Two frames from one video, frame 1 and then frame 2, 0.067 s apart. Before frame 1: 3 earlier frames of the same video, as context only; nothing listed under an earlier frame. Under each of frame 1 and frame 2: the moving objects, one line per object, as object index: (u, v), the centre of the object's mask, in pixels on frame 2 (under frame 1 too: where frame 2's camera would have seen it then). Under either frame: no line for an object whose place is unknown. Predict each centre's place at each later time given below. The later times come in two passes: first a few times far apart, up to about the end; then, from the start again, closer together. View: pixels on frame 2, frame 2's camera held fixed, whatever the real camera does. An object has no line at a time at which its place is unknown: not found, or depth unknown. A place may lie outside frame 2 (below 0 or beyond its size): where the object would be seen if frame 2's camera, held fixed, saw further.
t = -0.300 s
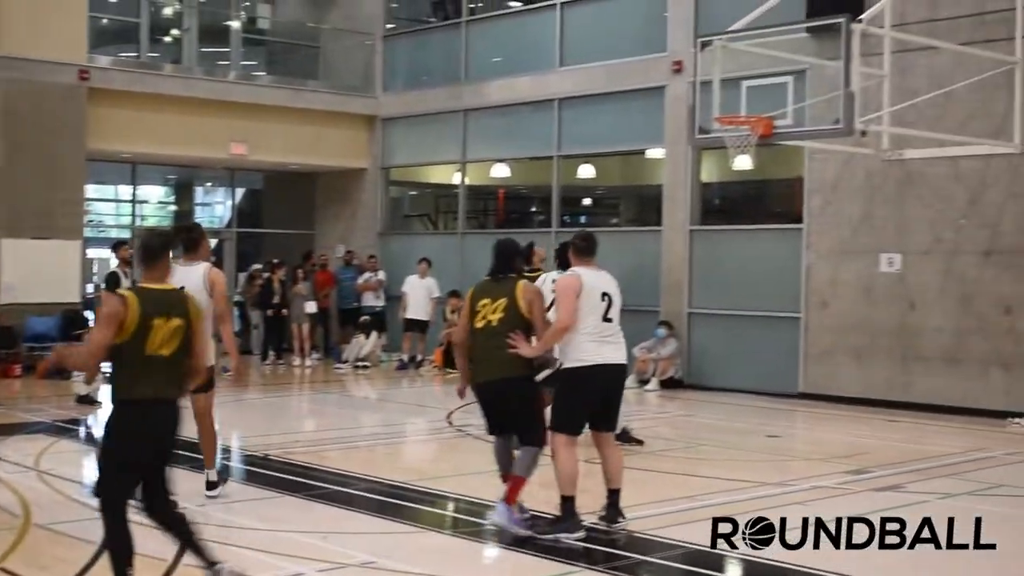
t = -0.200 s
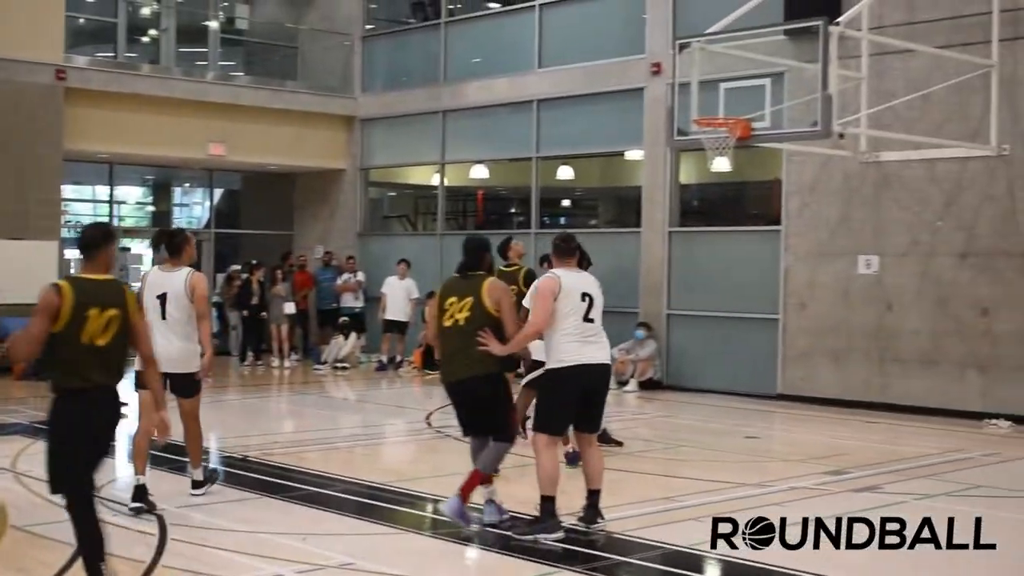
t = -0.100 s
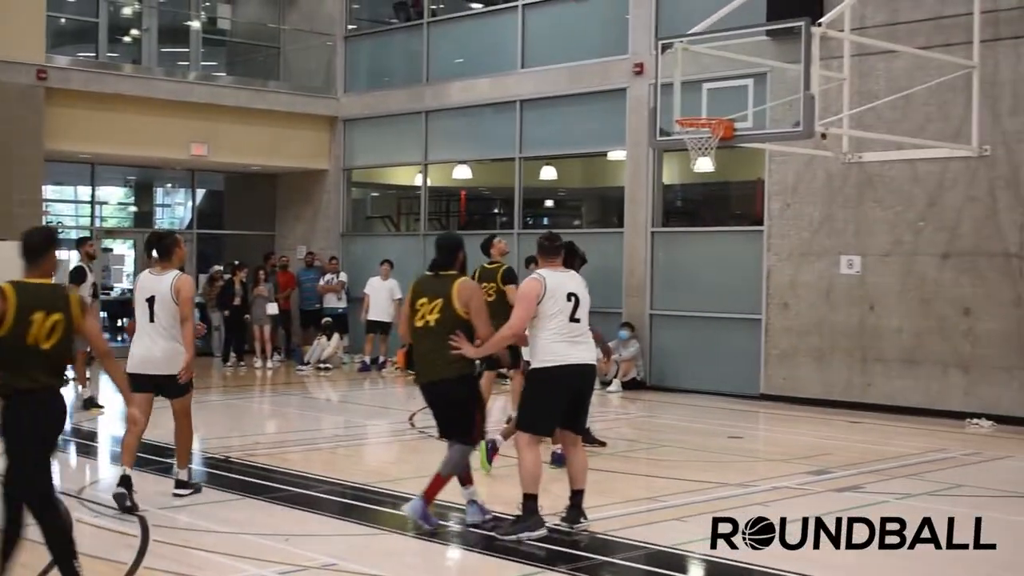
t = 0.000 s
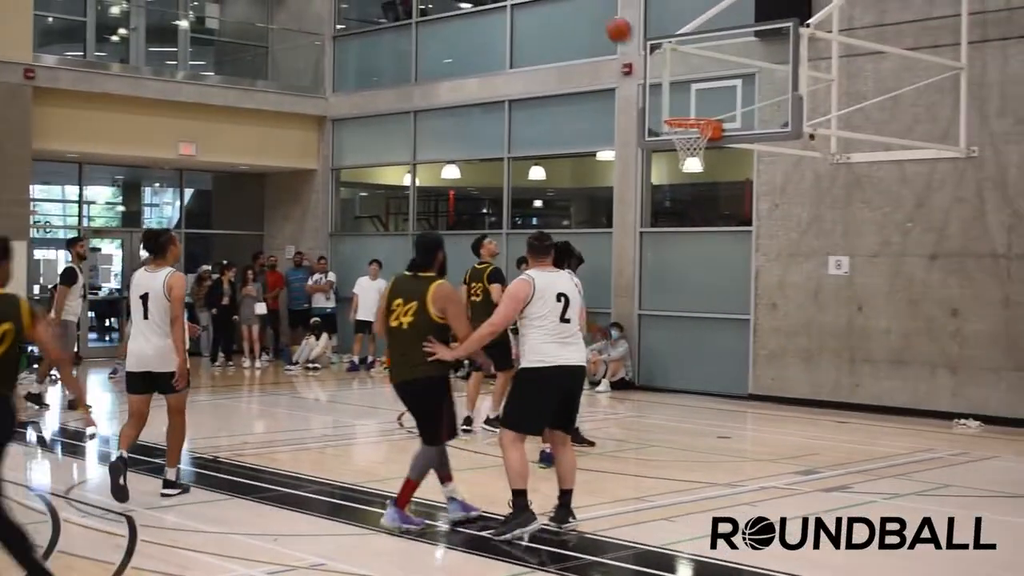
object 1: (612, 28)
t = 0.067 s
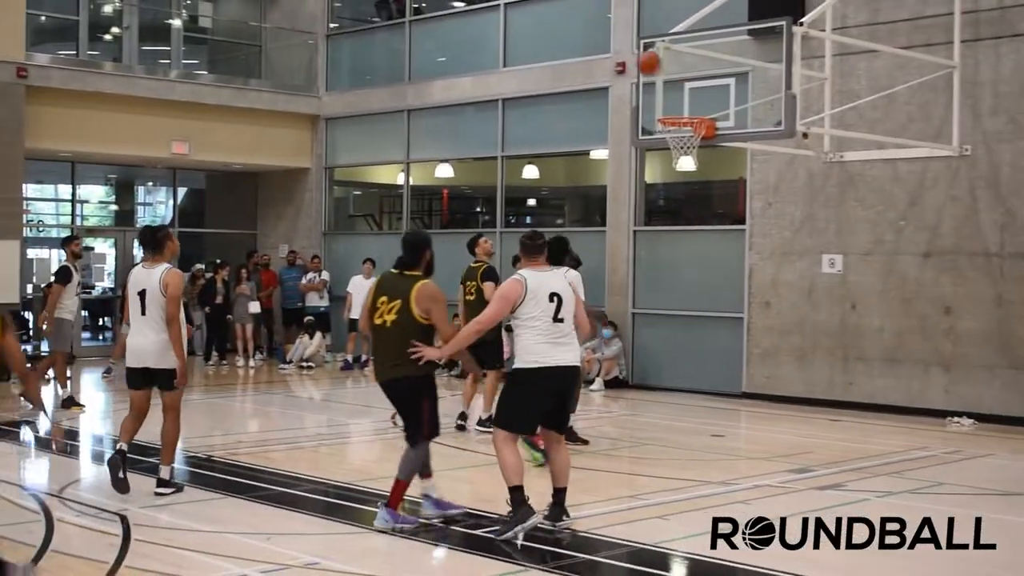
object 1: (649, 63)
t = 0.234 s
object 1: (667, 133)
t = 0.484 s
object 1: (681, 210)
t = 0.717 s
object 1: (694, 331)
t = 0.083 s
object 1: (657, 72)
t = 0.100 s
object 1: (666, 82)
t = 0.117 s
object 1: (674, 92)
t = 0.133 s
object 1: (683, 102)
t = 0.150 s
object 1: (693, 110)
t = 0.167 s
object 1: (695, 112)
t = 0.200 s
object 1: (675, 129)
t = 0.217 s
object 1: (668, 131)
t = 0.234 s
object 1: (667, 133)
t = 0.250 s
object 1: (668, 138)
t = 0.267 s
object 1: (668, 142)
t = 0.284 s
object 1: (669, 147)
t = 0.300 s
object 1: (670, 151)
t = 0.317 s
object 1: (670, 157)
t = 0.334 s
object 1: (671, 159)
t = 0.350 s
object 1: (672, 162)
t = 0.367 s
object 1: (673, 168)
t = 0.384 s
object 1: (675, 174)
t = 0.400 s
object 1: (676, 180)
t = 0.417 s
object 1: (677, 185)
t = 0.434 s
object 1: (679, 191)
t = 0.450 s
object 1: (680, 197)
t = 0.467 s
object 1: (681, 204)
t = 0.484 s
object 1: (681, 210)
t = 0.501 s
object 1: (682, 216)
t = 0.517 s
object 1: (683, 224)
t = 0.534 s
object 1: (684, 232)
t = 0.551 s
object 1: (685, 240)
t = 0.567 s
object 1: (686, 247)
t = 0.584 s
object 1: (687, 256)
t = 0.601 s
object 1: (688, 264)
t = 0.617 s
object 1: (689, 273)
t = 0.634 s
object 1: (689, 282)
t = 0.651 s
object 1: (690, 291)
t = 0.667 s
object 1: (691, 301)
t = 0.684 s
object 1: (692, 311)
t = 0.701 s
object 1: (693, 321)
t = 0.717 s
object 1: (694, 331)
